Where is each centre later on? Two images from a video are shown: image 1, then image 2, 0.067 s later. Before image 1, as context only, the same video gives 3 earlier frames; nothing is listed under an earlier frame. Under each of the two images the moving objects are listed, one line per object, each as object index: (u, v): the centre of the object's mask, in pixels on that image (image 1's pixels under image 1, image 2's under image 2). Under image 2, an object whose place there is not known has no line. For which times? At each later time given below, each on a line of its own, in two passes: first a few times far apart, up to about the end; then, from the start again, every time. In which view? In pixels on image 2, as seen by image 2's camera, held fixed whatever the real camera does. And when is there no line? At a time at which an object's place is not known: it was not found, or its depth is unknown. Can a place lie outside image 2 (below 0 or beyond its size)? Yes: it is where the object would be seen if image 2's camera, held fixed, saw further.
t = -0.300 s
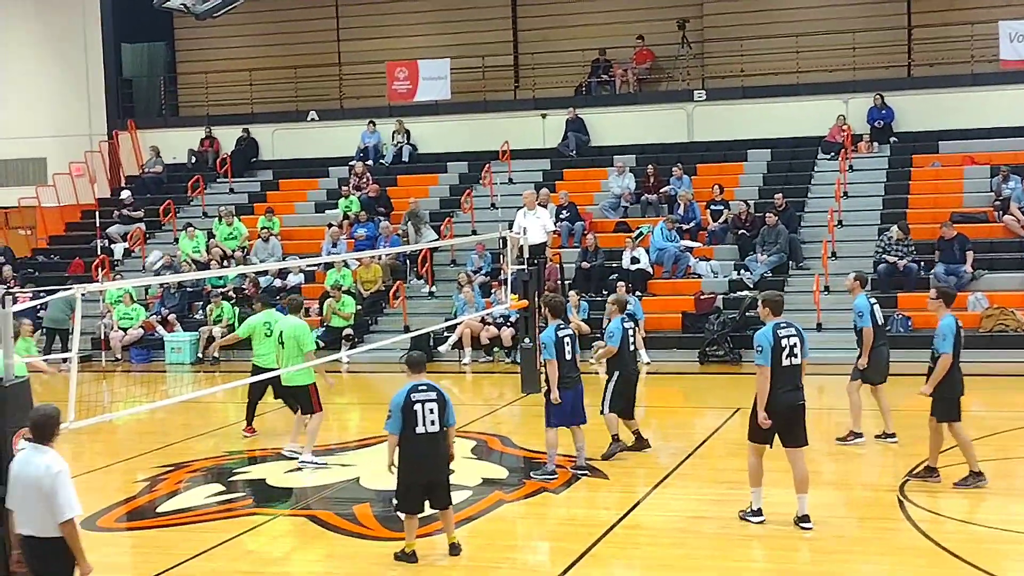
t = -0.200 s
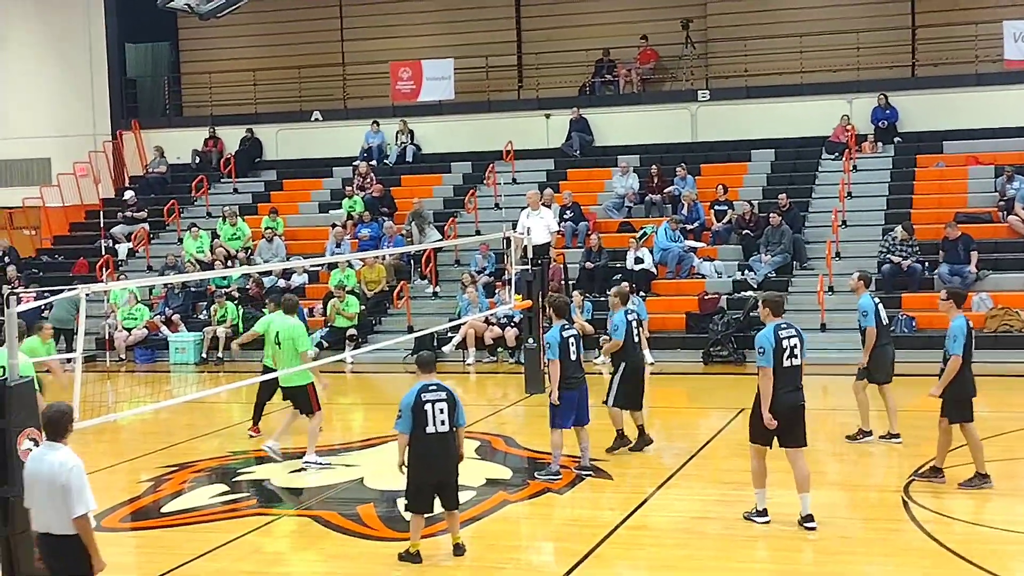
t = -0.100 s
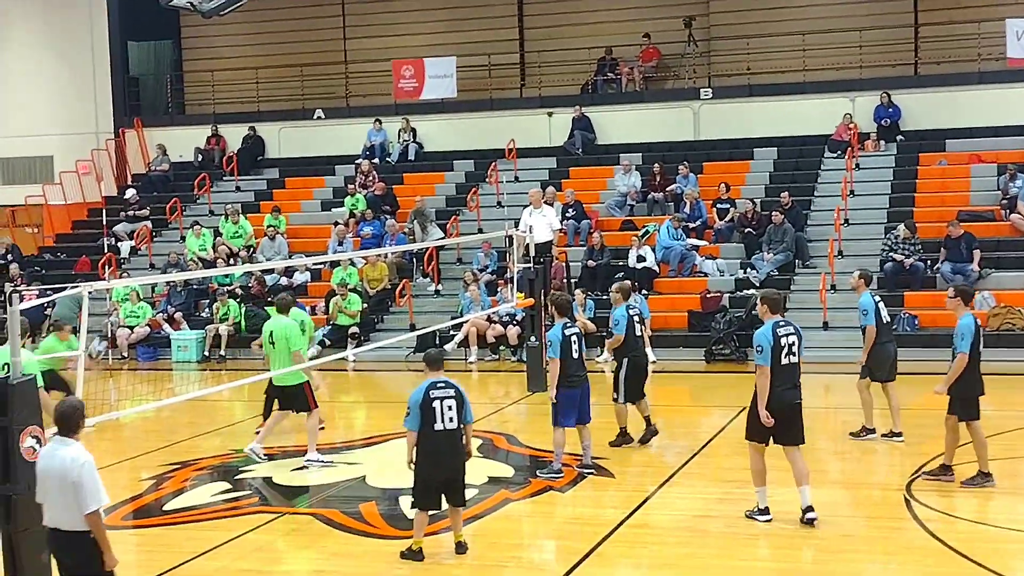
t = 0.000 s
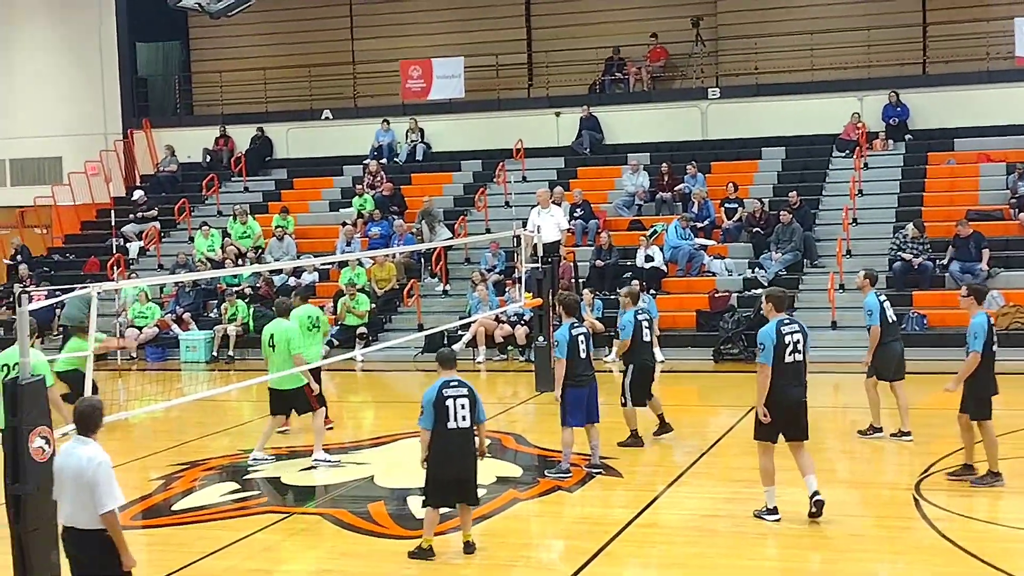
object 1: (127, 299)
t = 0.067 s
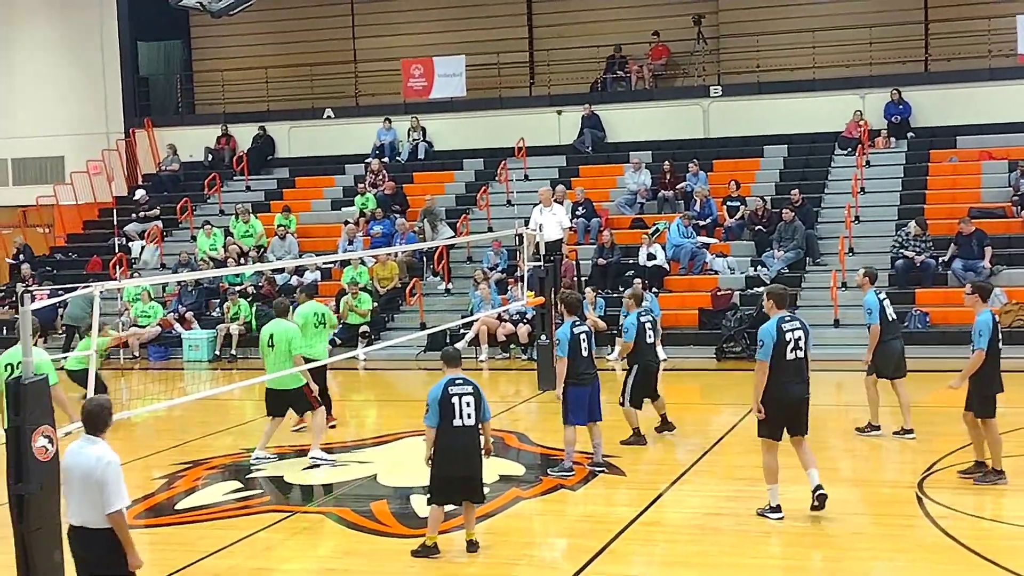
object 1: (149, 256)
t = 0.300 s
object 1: (221, 141)
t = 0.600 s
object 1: (317, 54)
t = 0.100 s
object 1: (159, 235)
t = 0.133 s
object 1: (169, 218)
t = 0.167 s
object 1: (180, 202)
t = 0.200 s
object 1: (190, 186)
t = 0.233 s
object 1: (201, 170)
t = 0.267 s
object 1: (211, 155)
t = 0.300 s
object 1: (221, 141)
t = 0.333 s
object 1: (231, 127)
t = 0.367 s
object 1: (242, 114)
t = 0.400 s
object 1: (252, 105)
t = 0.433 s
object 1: (264, 92)
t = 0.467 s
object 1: (274, 82)
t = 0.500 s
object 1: (283, 73)
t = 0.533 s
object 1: (296, 67)
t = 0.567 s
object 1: (306, 60)
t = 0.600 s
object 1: (317, 54)
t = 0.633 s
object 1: (329, 50)
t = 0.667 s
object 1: (340, 46)
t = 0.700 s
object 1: (351, 43)
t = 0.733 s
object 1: (362, 41)
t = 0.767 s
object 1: (373, 40)
